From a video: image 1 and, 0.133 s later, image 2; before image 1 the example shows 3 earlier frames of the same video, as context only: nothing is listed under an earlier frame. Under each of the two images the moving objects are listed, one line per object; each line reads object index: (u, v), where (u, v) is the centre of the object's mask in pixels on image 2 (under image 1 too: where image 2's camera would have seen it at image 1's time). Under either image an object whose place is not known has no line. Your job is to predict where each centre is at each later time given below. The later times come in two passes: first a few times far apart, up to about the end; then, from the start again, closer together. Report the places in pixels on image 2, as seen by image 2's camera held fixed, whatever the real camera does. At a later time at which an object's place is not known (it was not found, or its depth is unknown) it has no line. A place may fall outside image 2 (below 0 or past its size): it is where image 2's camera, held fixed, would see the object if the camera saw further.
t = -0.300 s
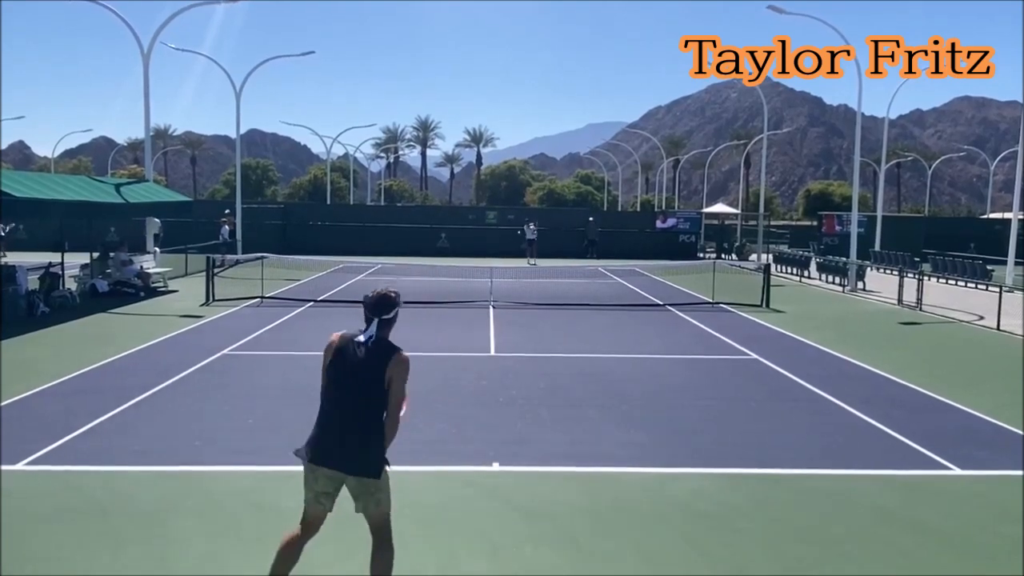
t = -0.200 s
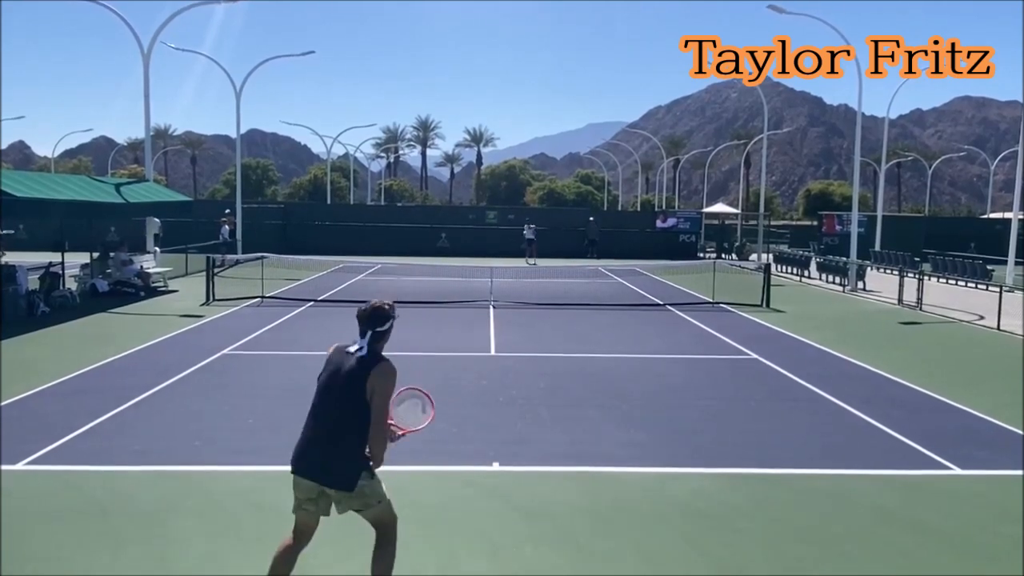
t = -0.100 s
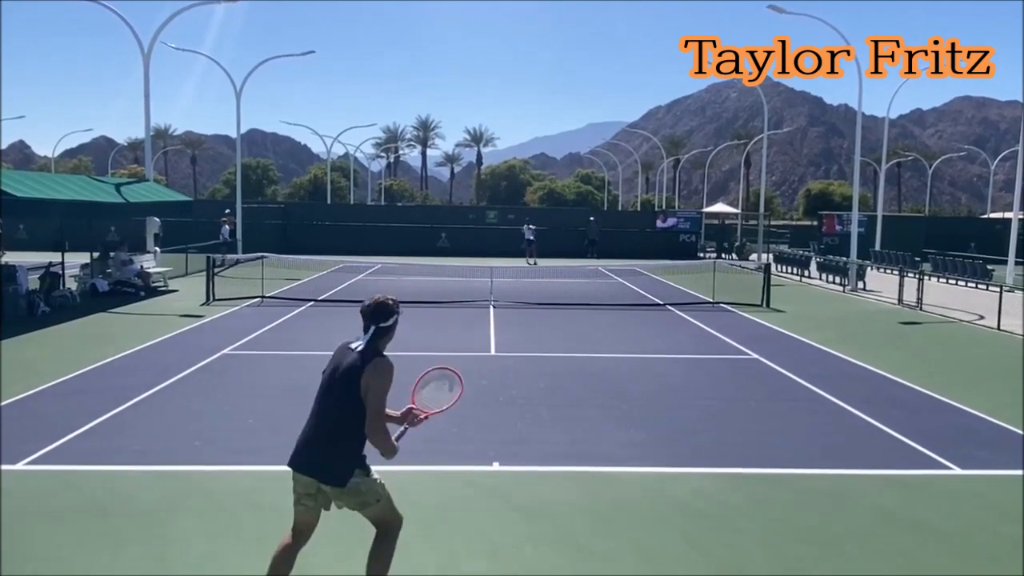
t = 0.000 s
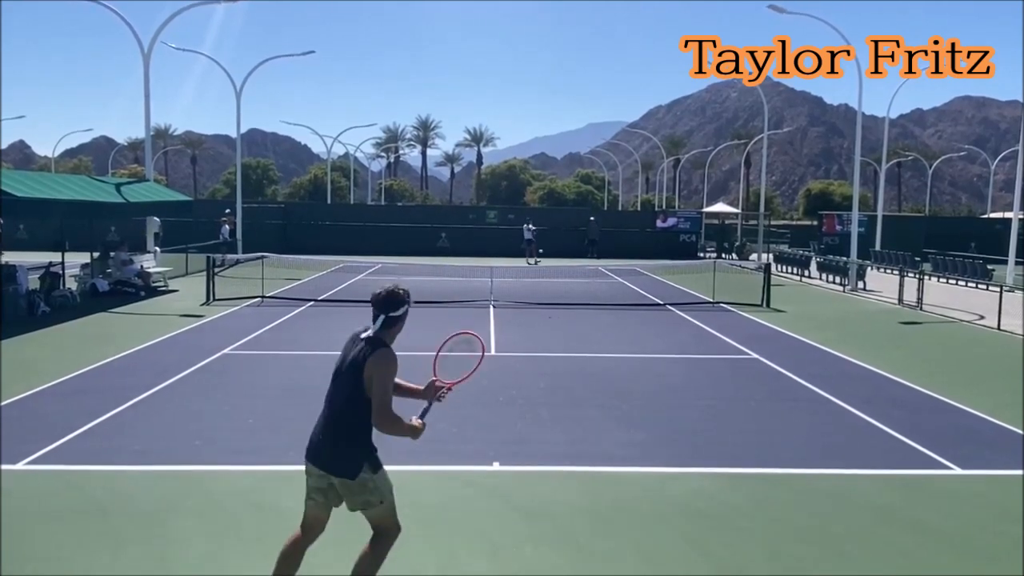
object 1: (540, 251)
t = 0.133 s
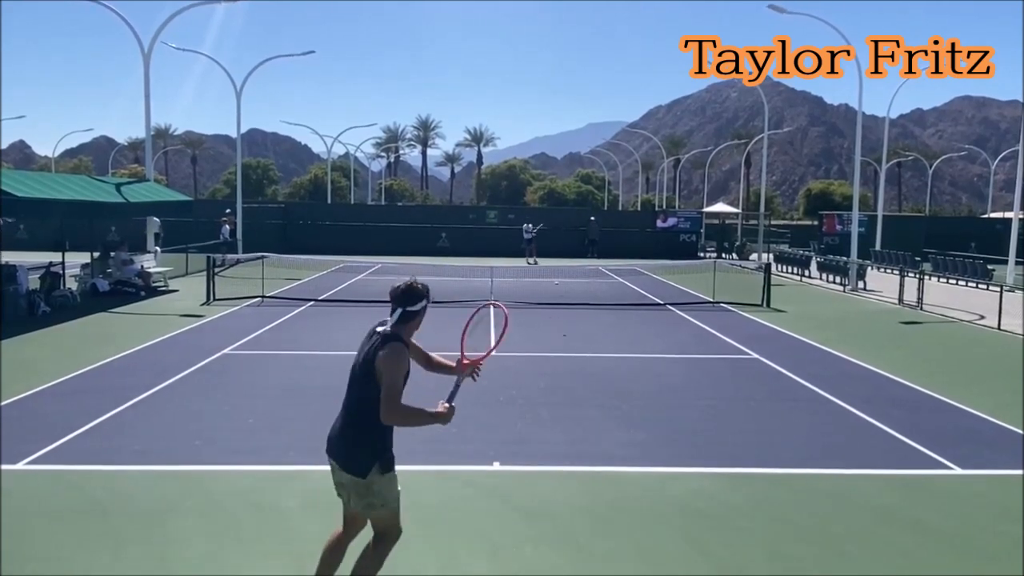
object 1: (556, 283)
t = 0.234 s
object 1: (571, 323)
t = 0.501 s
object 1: (622, 331)
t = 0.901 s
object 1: (793, 421)
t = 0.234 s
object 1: (571, 323)
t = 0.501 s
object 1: (622, 331)
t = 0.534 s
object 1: (631, 328)
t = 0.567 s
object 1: (640, 327)
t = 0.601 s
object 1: (649, 327)
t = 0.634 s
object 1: (660, 328)
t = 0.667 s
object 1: (672, 332)
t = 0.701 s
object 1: (684, 336)
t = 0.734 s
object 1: (698, 342)
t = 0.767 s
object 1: (713, 352)
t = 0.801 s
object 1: (729, 364)
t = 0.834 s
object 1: (748, 379)
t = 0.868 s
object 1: (769, 398)
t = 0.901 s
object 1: (793, 421)
